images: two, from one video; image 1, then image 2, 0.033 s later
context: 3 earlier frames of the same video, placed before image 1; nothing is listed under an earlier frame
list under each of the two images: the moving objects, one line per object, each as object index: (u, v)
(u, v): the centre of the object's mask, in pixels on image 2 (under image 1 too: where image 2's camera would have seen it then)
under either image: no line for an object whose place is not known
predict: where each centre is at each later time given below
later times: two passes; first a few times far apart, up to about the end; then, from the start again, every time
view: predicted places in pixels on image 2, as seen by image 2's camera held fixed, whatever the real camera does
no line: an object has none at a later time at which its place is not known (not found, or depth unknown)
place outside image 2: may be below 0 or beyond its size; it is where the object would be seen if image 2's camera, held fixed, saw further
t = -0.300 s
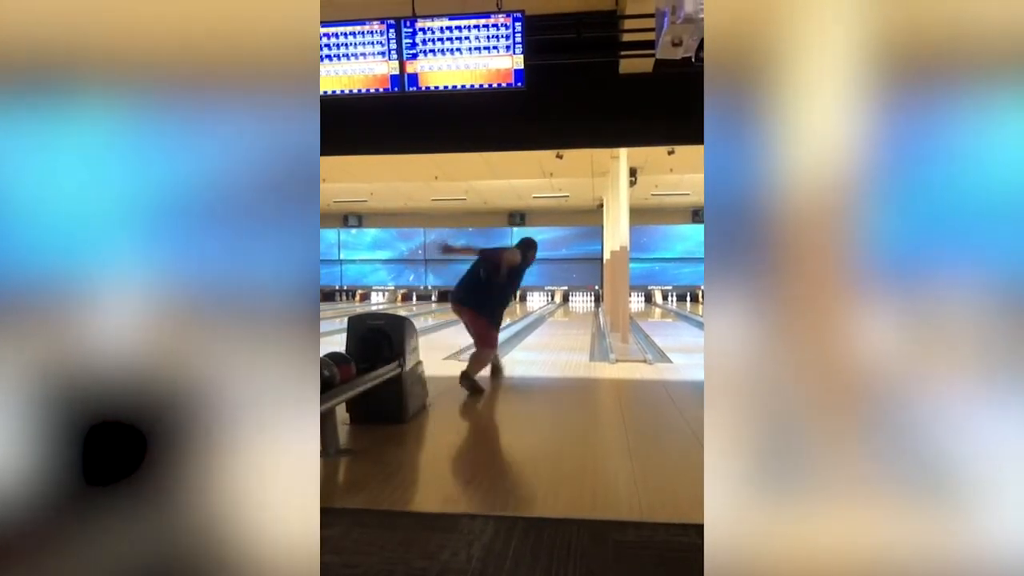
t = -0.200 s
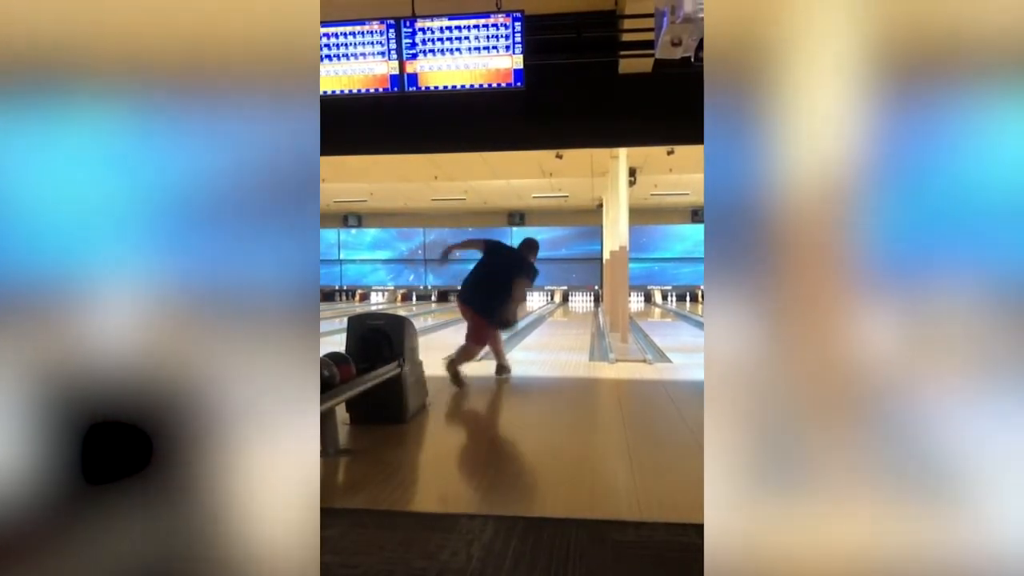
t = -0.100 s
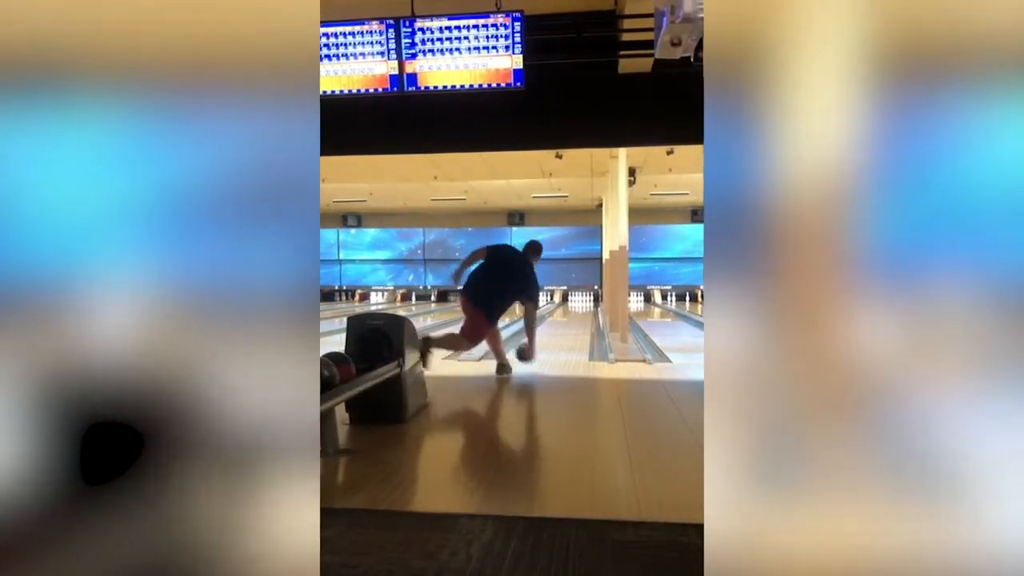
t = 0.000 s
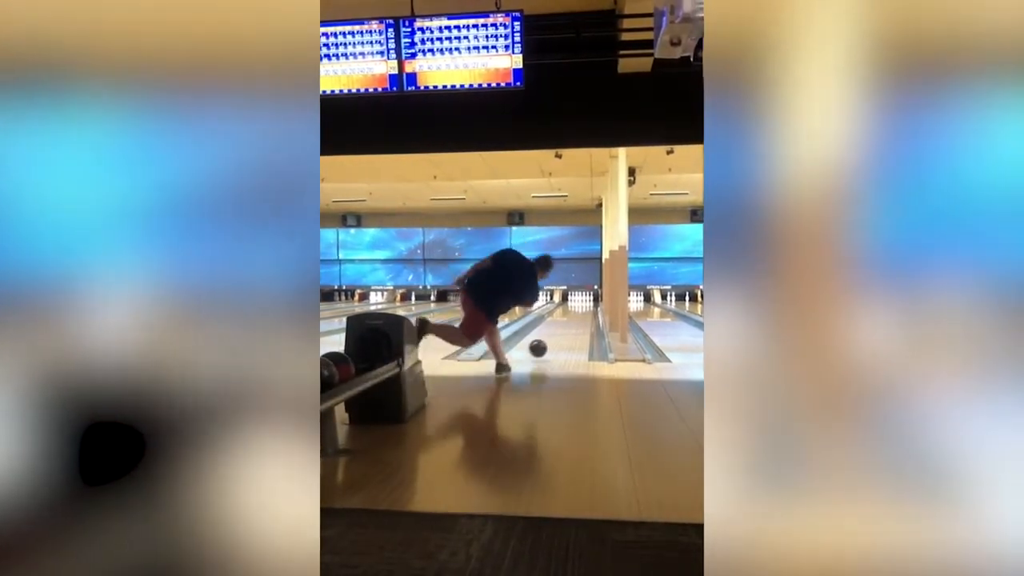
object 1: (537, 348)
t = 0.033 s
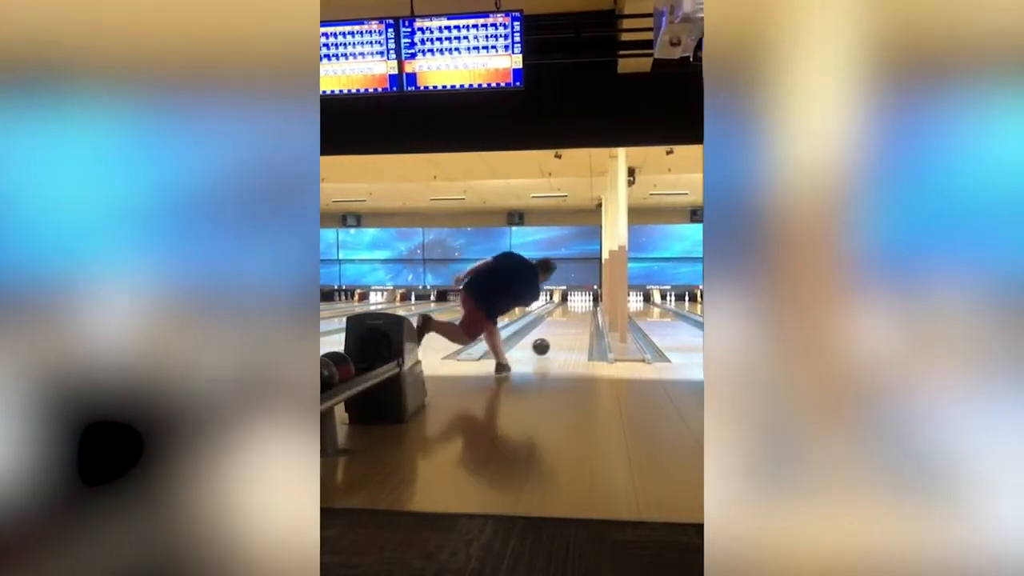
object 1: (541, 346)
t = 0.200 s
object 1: (554, 338)
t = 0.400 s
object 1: (565, 328)
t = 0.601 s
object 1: (573, 321)
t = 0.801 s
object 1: (579, 316)
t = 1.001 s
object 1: (583, 311)
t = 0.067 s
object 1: (544, 346)
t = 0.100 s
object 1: (547, 344)
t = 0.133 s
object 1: (549, 342)
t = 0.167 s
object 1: (552, 340)
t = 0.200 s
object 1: (554, 338)
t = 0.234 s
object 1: (556, 336)
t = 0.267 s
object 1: (558, 335)
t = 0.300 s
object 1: (561, 333)
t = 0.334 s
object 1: (562, 331)
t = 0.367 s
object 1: (564, 330)
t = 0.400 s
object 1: (565, 328)
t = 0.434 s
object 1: (567, 327)
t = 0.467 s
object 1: (568, 325)
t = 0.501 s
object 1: (570, 324)
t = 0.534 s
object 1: (571, 323)
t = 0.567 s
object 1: (572, 322)
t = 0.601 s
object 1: (573, 321)
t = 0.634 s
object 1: (574, 320)
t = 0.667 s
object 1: (575, 319)
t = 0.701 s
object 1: (577, 318)
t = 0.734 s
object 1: (577, 317)
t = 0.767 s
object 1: (578, 317)
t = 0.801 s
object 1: (579, 316)
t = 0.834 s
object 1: (580, 315)
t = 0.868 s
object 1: (580, 315)
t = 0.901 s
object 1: (581, 314)
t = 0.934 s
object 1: (582, 313)
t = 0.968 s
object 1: (582, 312)
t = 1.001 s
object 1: (583, 311)
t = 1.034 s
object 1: (583, 311)
